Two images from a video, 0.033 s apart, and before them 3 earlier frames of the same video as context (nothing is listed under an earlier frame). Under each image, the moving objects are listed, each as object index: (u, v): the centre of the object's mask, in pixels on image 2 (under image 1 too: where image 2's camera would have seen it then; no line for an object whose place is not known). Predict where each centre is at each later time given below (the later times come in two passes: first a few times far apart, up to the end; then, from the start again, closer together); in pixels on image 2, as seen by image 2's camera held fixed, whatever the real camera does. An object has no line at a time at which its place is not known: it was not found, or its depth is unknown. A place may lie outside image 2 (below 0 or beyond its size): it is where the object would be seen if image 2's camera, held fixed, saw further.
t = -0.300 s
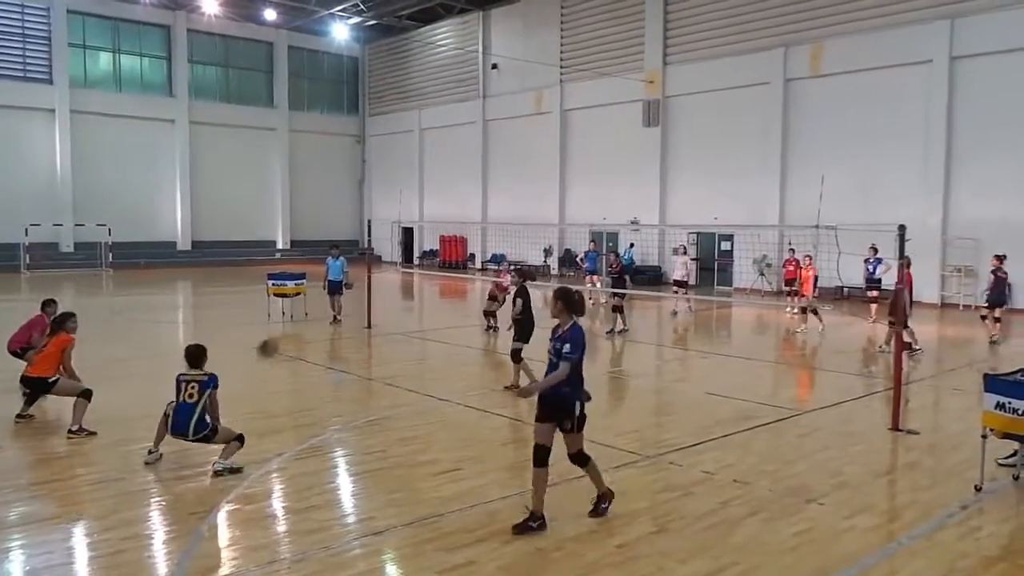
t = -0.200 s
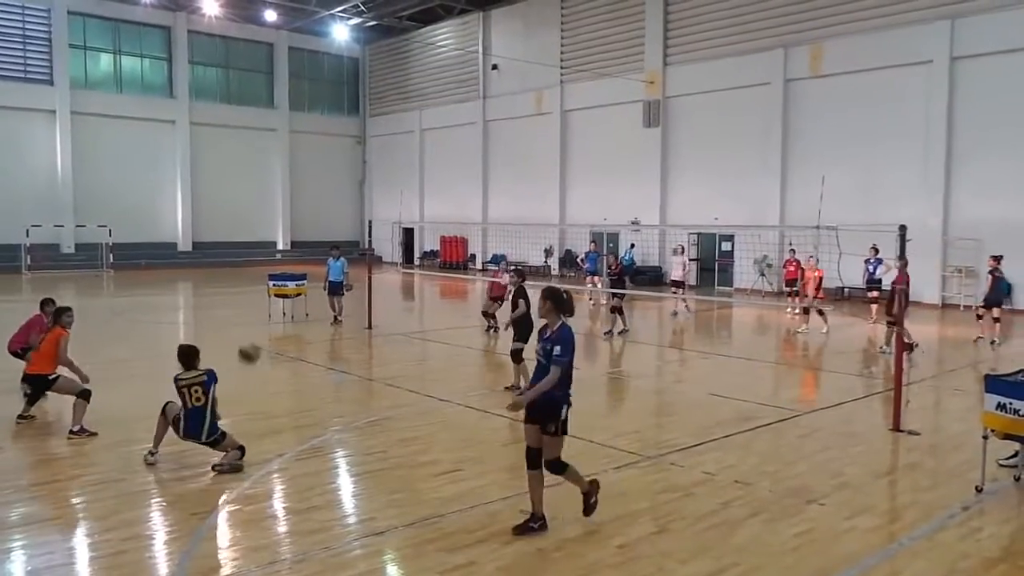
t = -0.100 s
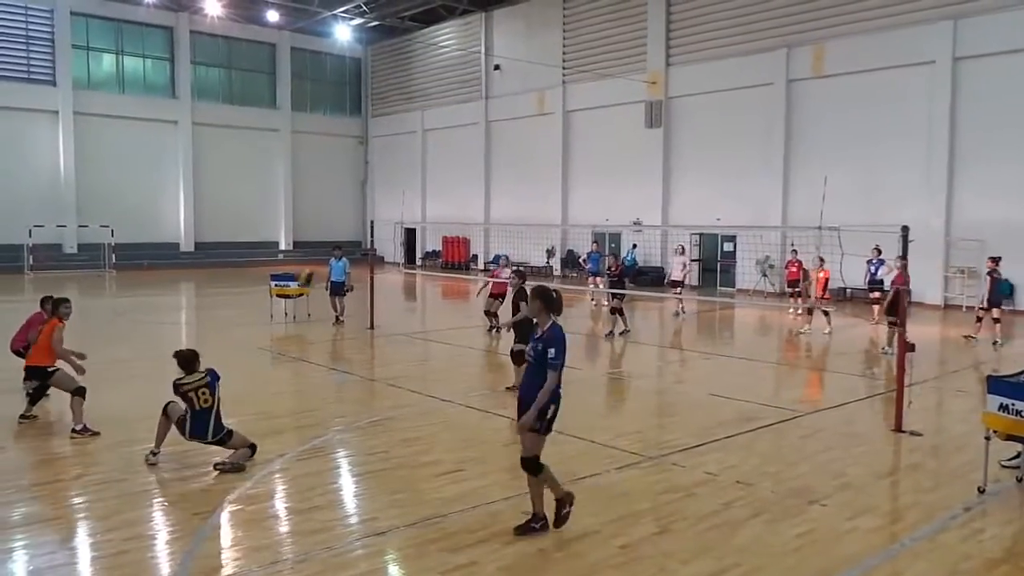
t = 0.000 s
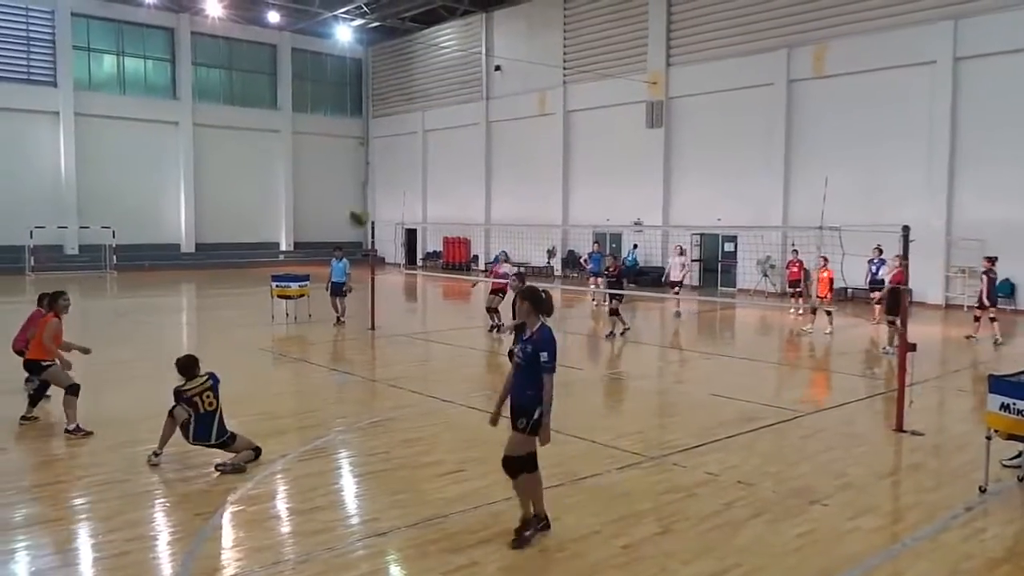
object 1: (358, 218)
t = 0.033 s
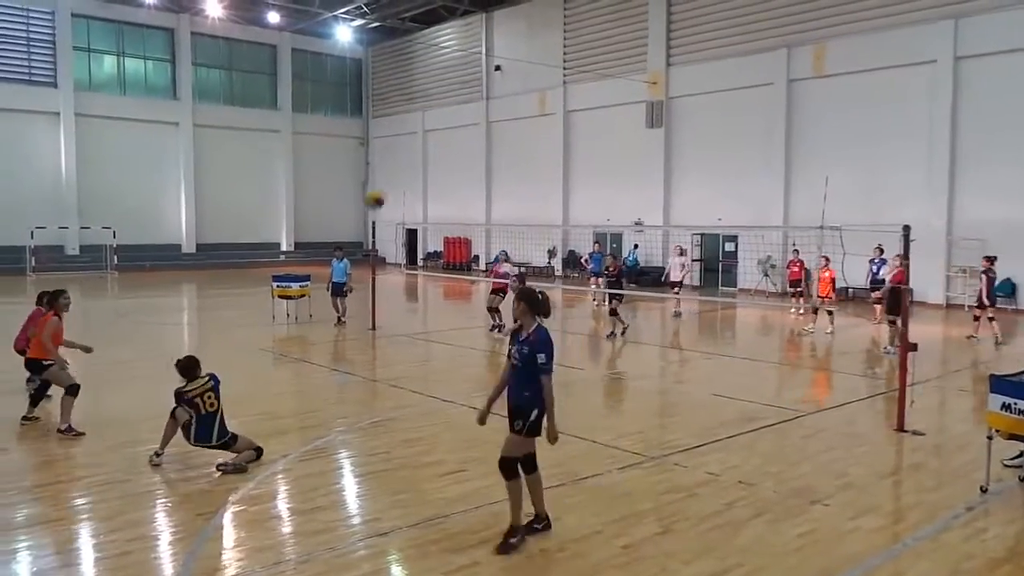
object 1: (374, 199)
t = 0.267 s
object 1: (474, 111)
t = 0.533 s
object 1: (569, 77)
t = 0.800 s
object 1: (651, 94)
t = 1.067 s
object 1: (716, 158)
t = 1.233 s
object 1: (752, 215)
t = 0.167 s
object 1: (433, 141)
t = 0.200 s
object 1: (448, 131)
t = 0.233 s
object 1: (461, 121)
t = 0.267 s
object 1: (474, 111)
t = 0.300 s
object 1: (486, 103)
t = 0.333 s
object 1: (499, 96)
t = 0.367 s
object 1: (511, 91)
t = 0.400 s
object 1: (525, 86)
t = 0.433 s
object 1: (536, 83)
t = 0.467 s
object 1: (547, 79)
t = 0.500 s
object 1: (557, 77)
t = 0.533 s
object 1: (569, 77)
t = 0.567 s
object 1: (579, 76)
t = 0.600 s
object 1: (591, 76)
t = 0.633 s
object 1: (601, 77)
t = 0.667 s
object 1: (610, 80)
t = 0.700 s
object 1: (620, 82)
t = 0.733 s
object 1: (630, 86)
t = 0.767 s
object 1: (641, 91)
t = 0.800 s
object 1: (651, 94)
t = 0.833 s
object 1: (659, 101)
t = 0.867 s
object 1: (665, 106)
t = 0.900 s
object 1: (677, 115)
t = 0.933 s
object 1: (685, 123)
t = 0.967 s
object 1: (692, 130)
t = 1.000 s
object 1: (701, 140)
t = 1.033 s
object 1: (709, 148)
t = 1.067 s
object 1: (716, 158)
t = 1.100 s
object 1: (724, 168)
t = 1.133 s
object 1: (731, 180)
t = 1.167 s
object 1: (738, 191)
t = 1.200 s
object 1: (745, 203)
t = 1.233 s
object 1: (752, 215)
